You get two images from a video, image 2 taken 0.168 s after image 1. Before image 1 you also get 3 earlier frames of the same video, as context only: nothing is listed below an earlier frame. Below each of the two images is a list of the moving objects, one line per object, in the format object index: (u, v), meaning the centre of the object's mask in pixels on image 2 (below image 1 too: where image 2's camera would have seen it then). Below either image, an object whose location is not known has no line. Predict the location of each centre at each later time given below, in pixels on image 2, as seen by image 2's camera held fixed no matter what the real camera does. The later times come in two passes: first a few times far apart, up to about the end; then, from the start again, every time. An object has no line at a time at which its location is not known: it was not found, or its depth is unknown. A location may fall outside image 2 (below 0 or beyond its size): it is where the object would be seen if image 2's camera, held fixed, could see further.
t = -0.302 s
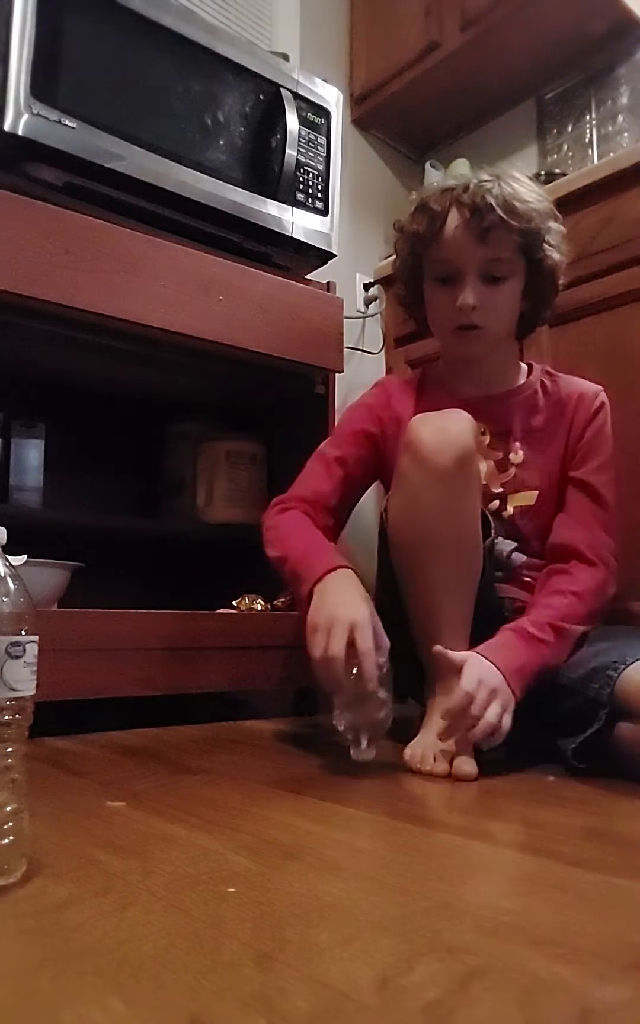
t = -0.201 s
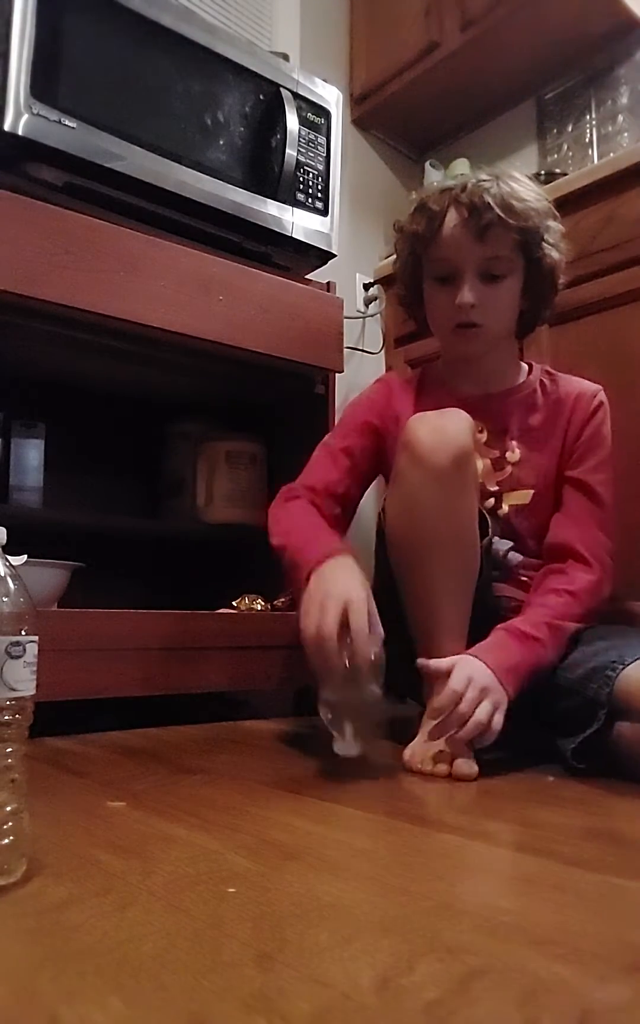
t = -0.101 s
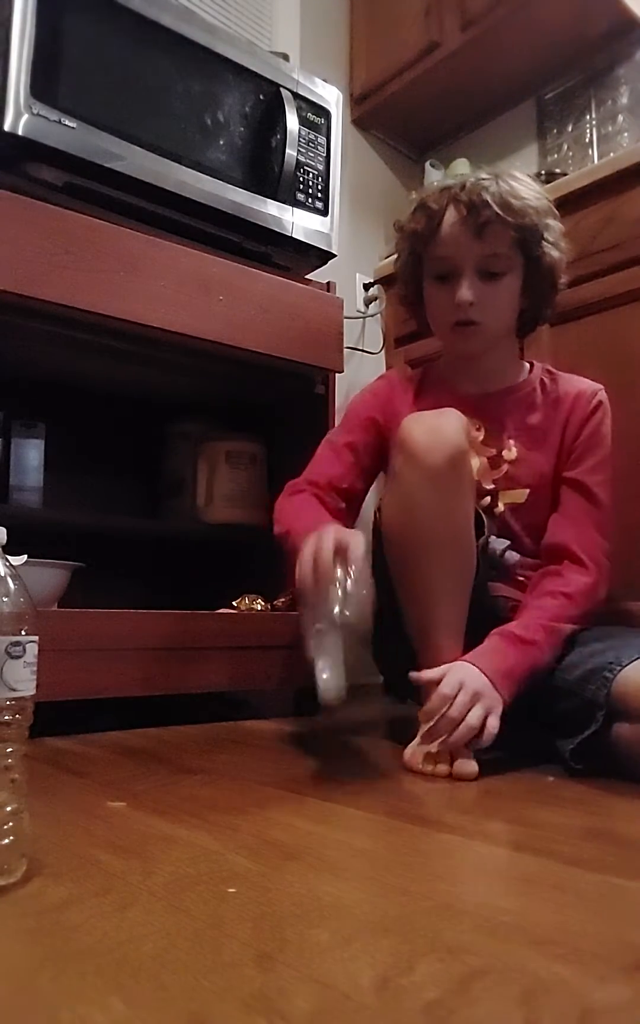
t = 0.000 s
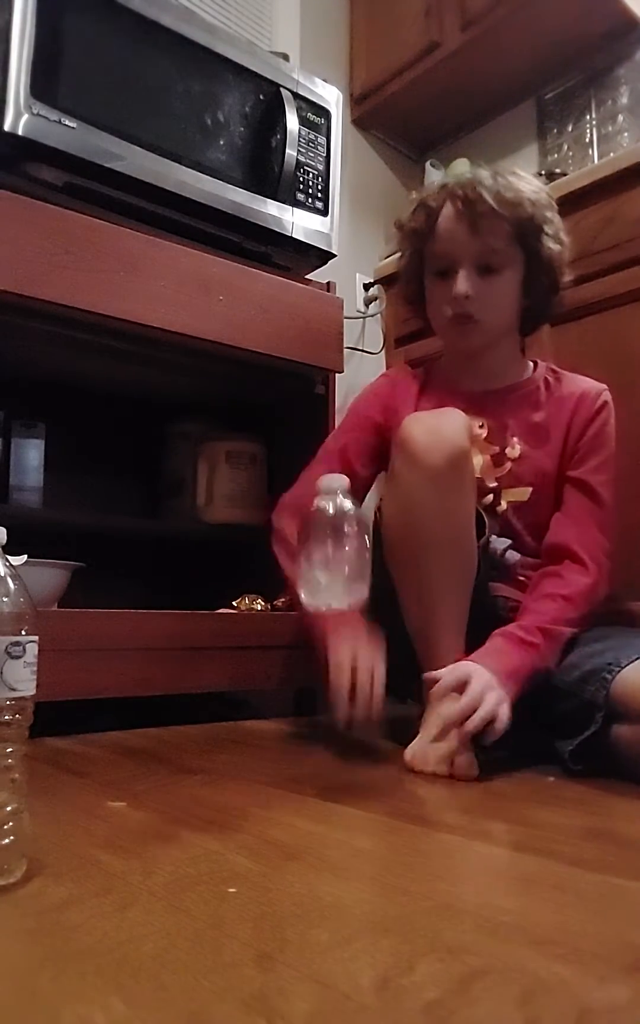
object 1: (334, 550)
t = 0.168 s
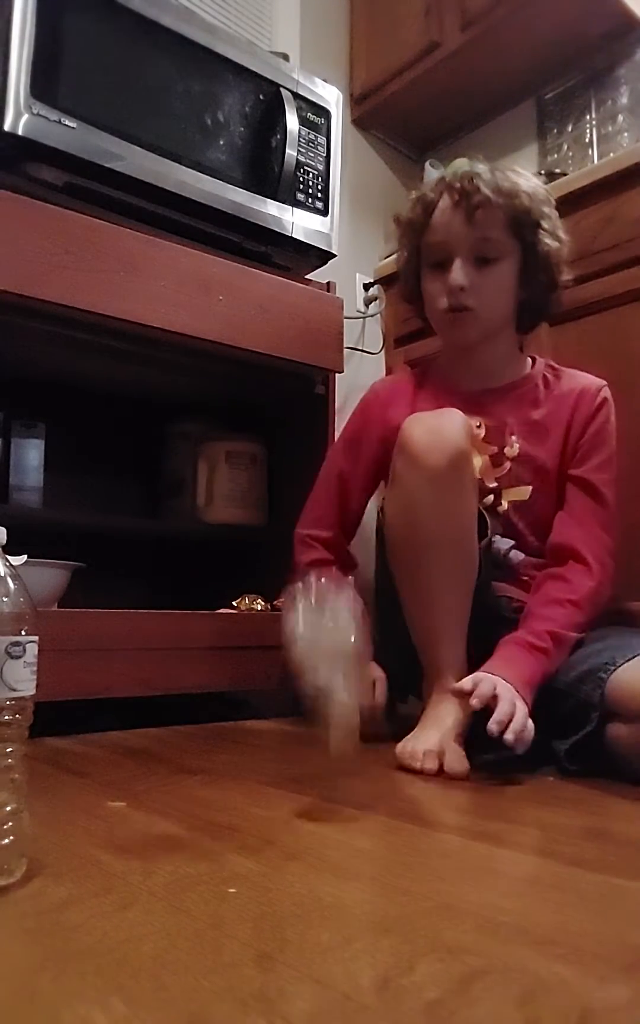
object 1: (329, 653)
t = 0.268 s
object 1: (318, 750)
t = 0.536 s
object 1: (308, 801)
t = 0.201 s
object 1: (329, 724)
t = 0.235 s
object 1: (325, 739)
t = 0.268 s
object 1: (318, 750)
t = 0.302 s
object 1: (310, 774)
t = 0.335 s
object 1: (308, 794)
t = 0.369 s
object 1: (306, 797)
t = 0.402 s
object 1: (306, 799)
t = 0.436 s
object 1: (305, 799)
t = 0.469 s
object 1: (306, 801)
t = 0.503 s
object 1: (307, 801)
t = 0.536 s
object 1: (308, 801)
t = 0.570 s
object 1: (312, 800)
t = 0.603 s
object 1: (315, 801)
